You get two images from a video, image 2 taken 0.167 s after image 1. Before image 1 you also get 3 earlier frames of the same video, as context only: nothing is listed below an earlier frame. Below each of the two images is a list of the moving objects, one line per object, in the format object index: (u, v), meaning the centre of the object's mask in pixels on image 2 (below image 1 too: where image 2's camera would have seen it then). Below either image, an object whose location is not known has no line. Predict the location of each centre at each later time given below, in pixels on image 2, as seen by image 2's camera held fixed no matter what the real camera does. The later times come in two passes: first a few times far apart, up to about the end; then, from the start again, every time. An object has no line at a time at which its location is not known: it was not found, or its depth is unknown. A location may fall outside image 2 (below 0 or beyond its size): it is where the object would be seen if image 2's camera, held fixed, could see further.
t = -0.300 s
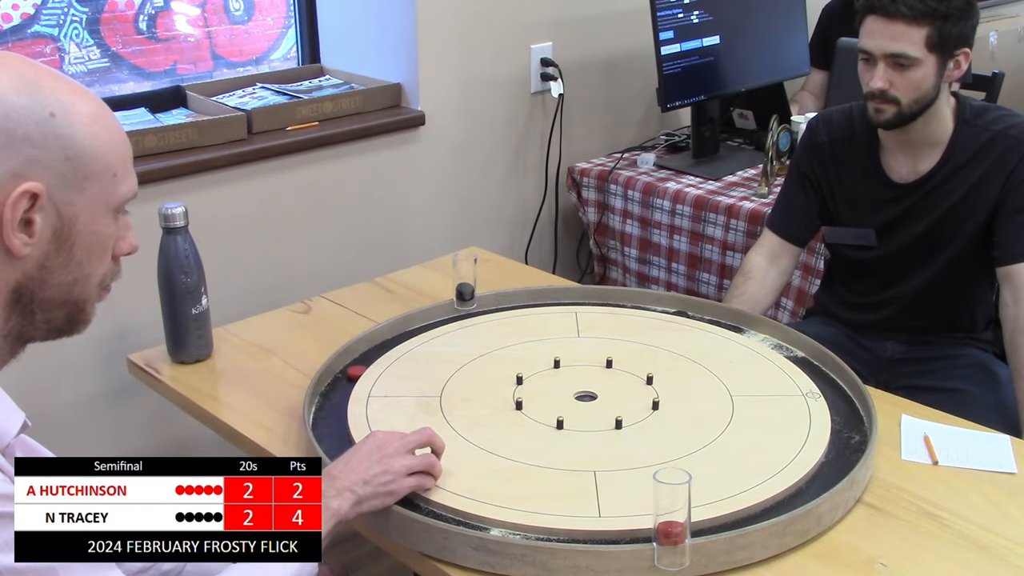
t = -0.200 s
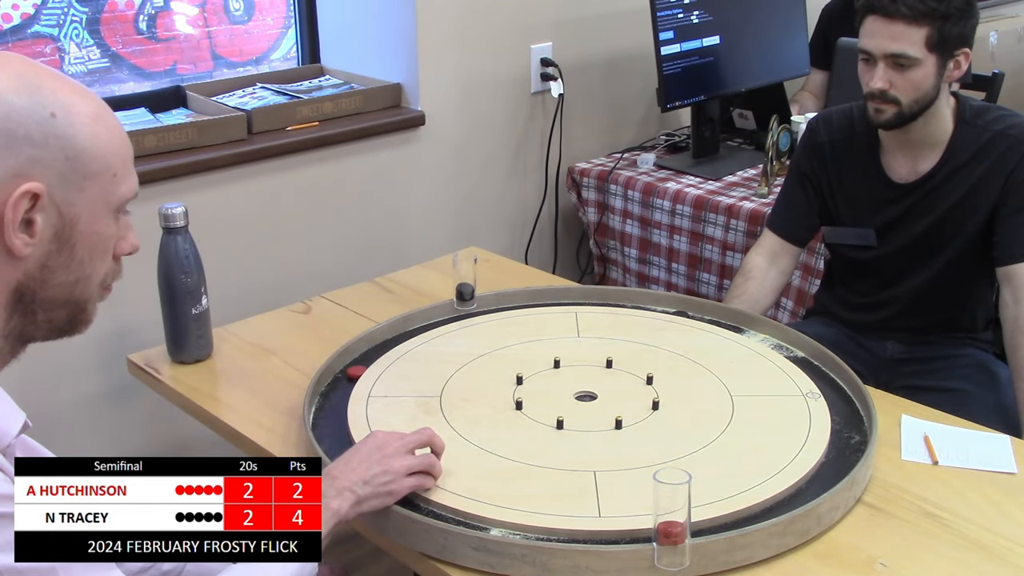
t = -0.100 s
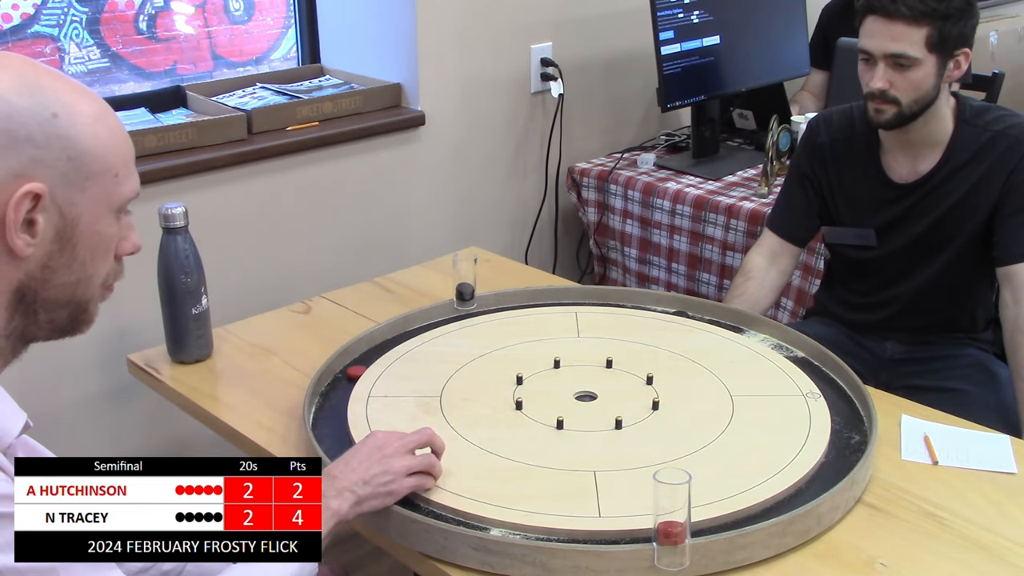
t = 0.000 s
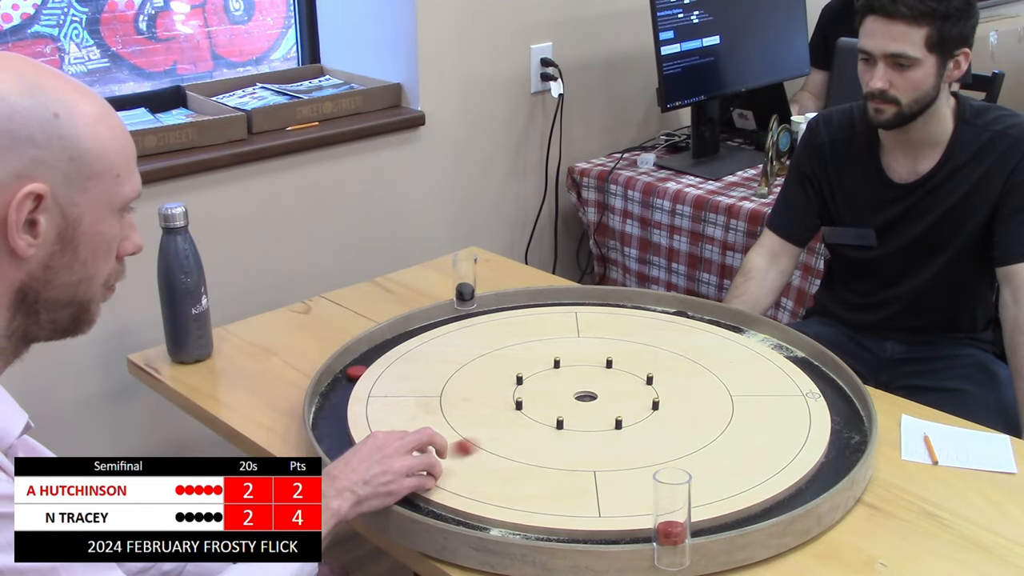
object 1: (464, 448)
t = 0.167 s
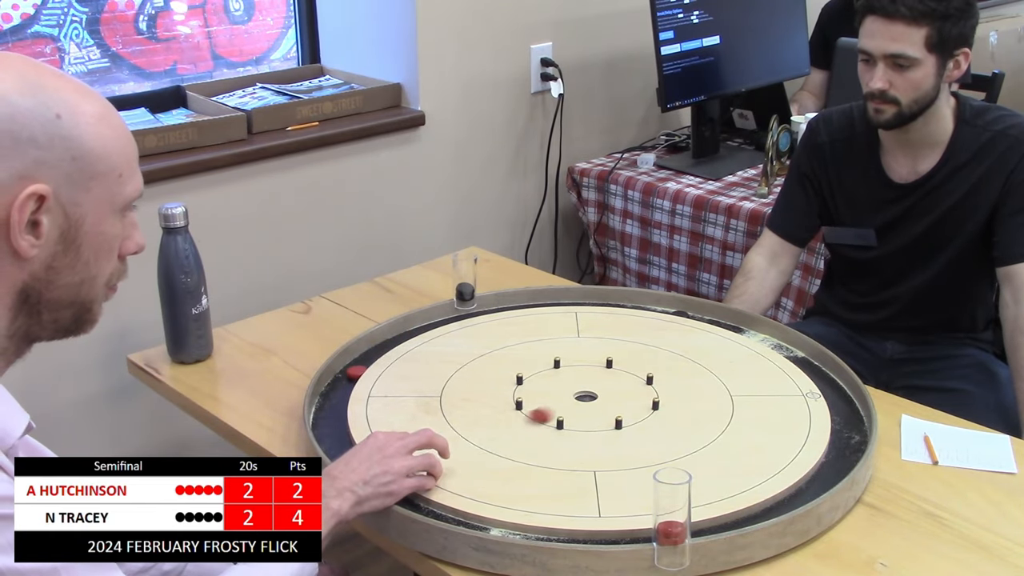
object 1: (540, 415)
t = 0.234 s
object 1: (563, 405)
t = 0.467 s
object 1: (599, 386)
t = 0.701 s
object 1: (600, 385)
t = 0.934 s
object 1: (600, 385)
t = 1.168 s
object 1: (600, 385)
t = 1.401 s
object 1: (599, 385)
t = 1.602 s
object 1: (599, 385)
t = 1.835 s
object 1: (600, 385)
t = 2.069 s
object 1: (599, 385)
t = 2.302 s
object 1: (599, 385)
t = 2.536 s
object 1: (599, 385)
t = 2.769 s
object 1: (599, 385)
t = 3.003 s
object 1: (600, 385)
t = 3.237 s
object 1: (599, 385)
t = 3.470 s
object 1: (599, 385)
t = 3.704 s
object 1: (599, 385)
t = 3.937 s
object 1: (599, 385)
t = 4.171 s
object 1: (600, 385)
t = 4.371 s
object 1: (600, 385)
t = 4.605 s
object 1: (599, 385)
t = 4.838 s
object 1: (600, 385)
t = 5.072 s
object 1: (600, 385)
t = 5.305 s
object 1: (600, 385)
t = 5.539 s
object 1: (599, 385)
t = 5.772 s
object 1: (600, 385)
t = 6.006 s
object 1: (599, 385)
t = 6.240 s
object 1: (599, 385)
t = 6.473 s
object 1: (599, 385)
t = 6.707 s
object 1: (600, 385)
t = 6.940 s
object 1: (599, 385)
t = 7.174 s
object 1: (599, 385)
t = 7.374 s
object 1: (599, 385)
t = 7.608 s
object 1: (599, 385)
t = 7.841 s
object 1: (599, 385)
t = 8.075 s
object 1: (600, 385)
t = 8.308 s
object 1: (599, 385)
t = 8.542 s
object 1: (600, 385)
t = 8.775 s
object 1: (600, 385)
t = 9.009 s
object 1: (600, 385)
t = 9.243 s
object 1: (600, 385)
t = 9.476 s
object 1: (599, 385)
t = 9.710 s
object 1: (600, 385)
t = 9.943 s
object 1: (600, 385)
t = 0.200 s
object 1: (552, 410)
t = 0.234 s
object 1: (563, 405)
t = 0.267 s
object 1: (573, 401)
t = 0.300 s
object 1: (584, 397)
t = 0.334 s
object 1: (591, 394)
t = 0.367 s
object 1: (595, 389)
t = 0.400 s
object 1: (596, 387)
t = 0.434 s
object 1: (598, 387)
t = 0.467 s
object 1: (599, 386)
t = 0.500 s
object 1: (599, 385)
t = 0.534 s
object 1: (599, 385)
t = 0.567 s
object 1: (599, 385)
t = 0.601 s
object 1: (599, 385)
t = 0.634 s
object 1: (599, 385)
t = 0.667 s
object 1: (599, 385)
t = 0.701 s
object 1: (600, 385)
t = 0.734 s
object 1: (599, 385)
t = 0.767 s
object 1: (599, 385)
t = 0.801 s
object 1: (600, 385)
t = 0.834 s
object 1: (599, 385)
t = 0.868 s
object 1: (600, 385)
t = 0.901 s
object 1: (600, 385)
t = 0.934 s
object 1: (600, 385)
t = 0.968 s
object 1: (600, 385)
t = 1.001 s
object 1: (599, 385)
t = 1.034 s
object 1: (599, 385)
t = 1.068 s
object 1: (599, 385)
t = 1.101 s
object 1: (599, 385)
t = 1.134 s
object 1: (600, 385)
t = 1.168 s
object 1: (600, 385)
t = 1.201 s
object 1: (600, 385)
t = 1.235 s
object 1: (600, 385)
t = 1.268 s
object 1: (600, 385)
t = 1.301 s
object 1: (600, 385)
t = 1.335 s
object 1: (600, 385)
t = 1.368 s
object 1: (599, 385)
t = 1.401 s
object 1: (599, 385)
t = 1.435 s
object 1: (599, 385)
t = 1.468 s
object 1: (599, 385)
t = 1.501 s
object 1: (599, 385)
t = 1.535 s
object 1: (599, 385)
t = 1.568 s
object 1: (599, 385)
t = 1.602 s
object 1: (599, 385)
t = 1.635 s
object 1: (599, 385)
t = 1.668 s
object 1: (600, 385)
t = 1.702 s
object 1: (599, 385)
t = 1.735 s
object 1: (599, 385)
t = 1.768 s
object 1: (599, 385)
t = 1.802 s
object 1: (599, 385)
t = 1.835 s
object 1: (600, 385)
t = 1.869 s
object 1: (599, 385)
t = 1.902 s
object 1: (599, 385)
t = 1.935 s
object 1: (599, 385)
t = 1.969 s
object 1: (599, 385)
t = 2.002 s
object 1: (599, 385)
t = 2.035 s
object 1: (599, 385)
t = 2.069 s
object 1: (599, 385)
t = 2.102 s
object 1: (599, 385)
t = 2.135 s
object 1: (599, 385)
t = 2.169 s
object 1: (599, 385)
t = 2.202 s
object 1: (600, 385)
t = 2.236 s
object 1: (599, 385)
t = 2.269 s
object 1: (599, 385)
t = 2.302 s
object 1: (599, 385)
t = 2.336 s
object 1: (599, 385)
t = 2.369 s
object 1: (599, 385)
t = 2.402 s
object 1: (599, 385)
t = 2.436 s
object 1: (599, 385)
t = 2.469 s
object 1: (599, 385)
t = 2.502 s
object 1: (599, 385)
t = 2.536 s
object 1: (599, 385)
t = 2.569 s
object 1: (599, 385)
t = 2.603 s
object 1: (599, 385)
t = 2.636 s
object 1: (599, 385)
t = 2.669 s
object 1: (599, 385)
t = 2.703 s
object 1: (599, 385)
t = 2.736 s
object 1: (600, 385)
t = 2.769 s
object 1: (599, 385)
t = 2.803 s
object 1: (599, 385)
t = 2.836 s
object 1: (599, 385)
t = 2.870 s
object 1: (599, 385)
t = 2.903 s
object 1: (599, 385)
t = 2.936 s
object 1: (599, 385)
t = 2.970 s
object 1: (600, 385)
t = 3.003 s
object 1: (600, 385)
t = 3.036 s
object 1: (599, 385)
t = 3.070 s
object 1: (599, 385)
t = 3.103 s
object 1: (600, 385)
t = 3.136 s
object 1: (599, 385)
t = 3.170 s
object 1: (599, 385)
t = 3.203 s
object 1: (599, 385)
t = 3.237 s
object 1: (599, 385)
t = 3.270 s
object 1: (599, 385)
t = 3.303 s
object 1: (599, 385)
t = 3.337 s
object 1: (599, 385)
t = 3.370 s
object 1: (599, 385)
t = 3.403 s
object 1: (599, 385)
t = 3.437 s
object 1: (599, 385)
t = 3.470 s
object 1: (599, 385)
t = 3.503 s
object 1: (599, 385)
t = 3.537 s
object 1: (599, 385)
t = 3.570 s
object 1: (600, 385)
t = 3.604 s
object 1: (600, 385)
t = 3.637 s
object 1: (600, 385)
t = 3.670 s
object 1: (600, 385)
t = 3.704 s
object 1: (599, 385)
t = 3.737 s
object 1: (600, 385)
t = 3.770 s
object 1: (599, 385)
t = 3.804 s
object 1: (599, 385)
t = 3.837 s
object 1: (599, 385)
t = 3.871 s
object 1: (599, 385)
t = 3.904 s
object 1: (599, 385)
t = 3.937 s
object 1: (599, 385)
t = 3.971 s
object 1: (599, 385)
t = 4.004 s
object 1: (599, 385)
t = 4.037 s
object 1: (599, 385)
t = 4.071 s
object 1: (600, 385)
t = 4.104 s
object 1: (600, 385)
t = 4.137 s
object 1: (600, 385)
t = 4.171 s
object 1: (600, 385)
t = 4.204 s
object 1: (599, 385)
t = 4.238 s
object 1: (599, 385)
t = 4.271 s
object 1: (599, 385)
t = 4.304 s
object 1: (599, 385)
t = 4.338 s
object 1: (599, 385)
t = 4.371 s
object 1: (600, 385)
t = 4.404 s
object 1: (600, 385)
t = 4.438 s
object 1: (600, 385)
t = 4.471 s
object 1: (600, 385)
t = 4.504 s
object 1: (600, 385)
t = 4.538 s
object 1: (599, 385)
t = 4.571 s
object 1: (599, 385)
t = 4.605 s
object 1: (599, 385)
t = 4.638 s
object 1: (599, 385)
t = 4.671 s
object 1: (599, 385)
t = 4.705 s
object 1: (599, 385)
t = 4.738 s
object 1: (599, 385)
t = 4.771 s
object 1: (600, 385)
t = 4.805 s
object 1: (600, 385)
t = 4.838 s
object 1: (600, 385)
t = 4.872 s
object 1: (599, 385)
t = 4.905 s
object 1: (599, 385)
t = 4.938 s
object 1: (600, 385)
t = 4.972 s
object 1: (600, 385)
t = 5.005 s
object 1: (599, 385)
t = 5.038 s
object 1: (600, 385)
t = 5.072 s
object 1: (600, 385)
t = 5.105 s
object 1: (600, 385)
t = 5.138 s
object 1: (600, 385)
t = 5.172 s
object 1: (599, 385)
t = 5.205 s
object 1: (600, 385)
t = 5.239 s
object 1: (599, 385)
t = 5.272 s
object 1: (600, 385)
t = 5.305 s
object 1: (600, 385)
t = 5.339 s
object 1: (600, 385)
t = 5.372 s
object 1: (599, 385)
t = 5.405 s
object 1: (599, 385)
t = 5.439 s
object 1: (599, 385)
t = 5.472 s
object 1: (599, 385)
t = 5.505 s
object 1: (599, 385)
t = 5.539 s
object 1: (599, 385)
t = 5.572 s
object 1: (599, 385)
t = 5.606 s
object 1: (599, 385)
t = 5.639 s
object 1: (599, 385)
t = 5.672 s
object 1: (599, 385)
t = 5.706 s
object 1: (599, 385)
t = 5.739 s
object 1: (600, 385)
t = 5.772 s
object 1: (600, 385)
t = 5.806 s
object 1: (600, 385)
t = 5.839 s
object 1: (600, 385)
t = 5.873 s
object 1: (599, 385)
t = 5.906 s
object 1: (599, 385)
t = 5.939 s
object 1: (599, 385)
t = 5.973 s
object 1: (599, 385)
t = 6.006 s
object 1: (599, 385)
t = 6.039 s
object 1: (599, 385)
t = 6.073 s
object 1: (599, 385)
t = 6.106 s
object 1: (599, 385)
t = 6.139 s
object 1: (599, 385)
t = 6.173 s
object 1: (600, 385)
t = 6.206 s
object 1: (600, 385)
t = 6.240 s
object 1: (599, 385)
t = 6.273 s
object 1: (599, 385)
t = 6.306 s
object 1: (599, 385)
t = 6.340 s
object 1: (599, 385)
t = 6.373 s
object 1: (599, 385)
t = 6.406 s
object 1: (599, 385)
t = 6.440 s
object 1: (599, 385)
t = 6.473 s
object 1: (599, 385)
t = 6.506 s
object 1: (599, 385)
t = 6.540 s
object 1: (599, 385)
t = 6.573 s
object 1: (599, 385)
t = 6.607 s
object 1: (599, 385)
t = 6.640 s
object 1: (599, 385)
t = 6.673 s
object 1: (599, 385)
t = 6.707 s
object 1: (600, 385)
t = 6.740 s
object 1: (599, 385)
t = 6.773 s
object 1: (599, 385)
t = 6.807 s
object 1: (599, 385)
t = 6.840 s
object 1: (599, 385)
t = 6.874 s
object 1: (599, 385)
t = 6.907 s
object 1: (599, 385)
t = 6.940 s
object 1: (599, 385)
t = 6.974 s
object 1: (599, 385)
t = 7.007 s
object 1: (599, 385)
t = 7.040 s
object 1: (599, 385)
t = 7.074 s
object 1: (599, 385)
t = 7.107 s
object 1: (599, 385)
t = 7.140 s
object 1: (599, 385)
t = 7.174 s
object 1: (599, 385)
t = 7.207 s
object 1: (599, 385)
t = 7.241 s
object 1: (599, 385)
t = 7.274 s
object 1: (599, 385)
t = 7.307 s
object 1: (599, 385)
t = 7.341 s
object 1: (599, 385)
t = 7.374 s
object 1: (599, 385)
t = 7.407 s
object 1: (599, 385)
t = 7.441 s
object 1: (599, 385)
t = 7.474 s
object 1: (599, 385)
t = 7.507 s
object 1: (599, 385)
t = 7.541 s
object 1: (599, 385)
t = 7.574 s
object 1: (599, 385)
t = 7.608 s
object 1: (599, 385)
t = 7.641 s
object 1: (599, 385)
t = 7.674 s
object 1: (599, 385)
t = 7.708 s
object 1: (599, 385)
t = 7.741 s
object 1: (600, 385)
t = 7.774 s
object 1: (599, 385)
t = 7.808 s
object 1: (599, 385)
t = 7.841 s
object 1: (599, 385)
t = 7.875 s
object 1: (599, 385)
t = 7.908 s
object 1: (599, 385)
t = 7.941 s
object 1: (599, 385)
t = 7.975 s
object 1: (599, 385)
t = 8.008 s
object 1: (600, 385)
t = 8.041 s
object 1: (600, 385)
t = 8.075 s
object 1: (600, 385)
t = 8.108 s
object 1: (599, 385)
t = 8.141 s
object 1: (599, 385)
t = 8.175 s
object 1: (599, 385)
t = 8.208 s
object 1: (599, 385)
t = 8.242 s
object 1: (599, 385)
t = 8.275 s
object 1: (599, 385)
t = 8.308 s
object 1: (599, 385)
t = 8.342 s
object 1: (599, 385)
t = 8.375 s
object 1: (599, 385)
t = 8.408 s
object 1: (599, 385)
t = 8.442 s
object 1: (600, 385)
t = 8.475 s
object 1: (599, 385)
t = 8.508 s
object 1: (600, 385)
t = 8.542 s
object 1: (600, 385)
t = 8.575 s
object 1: (599, 385)
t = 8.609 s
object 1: (599, 385)
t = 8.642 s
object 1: (599, 385)
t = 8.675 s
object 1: (599, 385)
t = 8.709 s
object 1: (599, 385)
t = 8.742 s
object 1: (599, 385)
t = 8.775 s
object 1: (600, 385)
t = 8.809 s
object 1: (600, 385)
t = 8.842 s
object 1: (600, 385)
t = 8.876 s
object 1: (599, 385)
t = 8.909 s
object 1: (599, 385)
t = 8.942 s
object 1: (599, 385)
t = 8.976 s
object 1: (599, 385)
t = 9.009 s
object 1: (600, 385)
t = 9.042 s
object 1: (600, 385)
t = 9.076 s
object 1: (600, 385)
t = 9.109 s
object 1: (599, 385)
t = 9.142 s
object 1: (600, 385)
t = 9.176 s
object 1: (600, 385)
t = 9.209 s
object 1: (600, 385)
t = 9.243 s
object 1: (600, 385)
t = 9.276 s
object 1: (600, 385)
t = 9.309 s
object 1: (600, 385)
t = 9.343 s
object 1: (600, 385)
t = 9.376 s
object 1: (600, 385)
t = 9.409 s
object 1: (599, 385)
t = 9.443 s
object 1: (599, 385)
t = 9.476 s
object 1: (599, 385)
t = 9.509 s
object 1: (599, 385)
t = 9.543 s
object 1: (599, 385)
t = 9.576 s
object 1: (599, 385)
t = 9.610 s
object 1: (600, 385)
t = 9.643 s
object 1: (600, 385)
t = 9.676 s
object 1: (600, 385)
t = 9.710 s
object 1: (600, 385)
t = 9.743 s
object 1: (599, 385)
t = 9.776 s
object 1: (599, 385)
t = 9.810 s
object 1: (599, 385)
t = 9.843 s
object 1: (599, 385)
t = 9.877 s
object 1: (600, 385)
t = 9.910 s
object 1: (599, 385)
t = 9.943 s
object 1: (600, 385)
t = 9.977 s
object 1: (599, 385)
